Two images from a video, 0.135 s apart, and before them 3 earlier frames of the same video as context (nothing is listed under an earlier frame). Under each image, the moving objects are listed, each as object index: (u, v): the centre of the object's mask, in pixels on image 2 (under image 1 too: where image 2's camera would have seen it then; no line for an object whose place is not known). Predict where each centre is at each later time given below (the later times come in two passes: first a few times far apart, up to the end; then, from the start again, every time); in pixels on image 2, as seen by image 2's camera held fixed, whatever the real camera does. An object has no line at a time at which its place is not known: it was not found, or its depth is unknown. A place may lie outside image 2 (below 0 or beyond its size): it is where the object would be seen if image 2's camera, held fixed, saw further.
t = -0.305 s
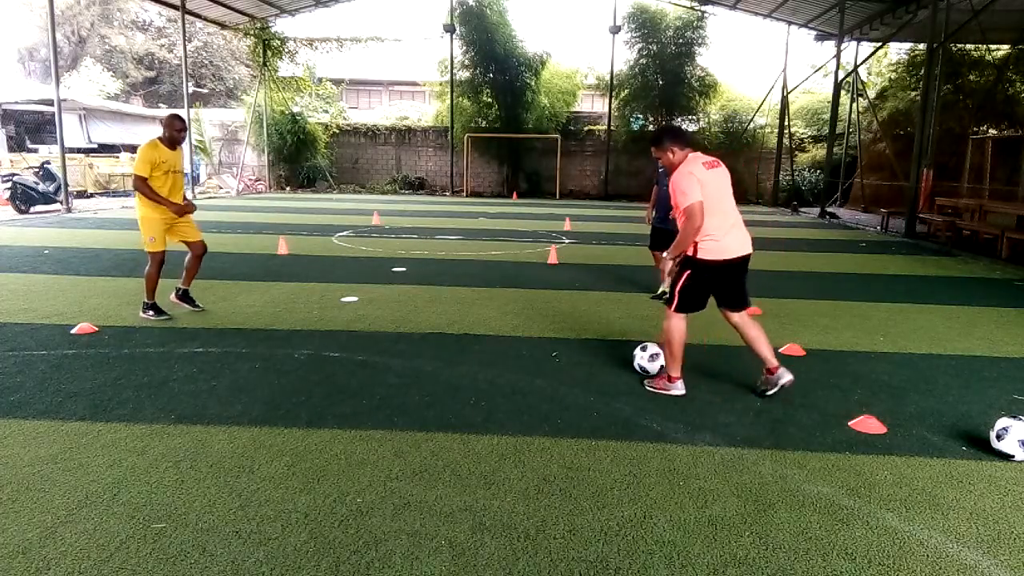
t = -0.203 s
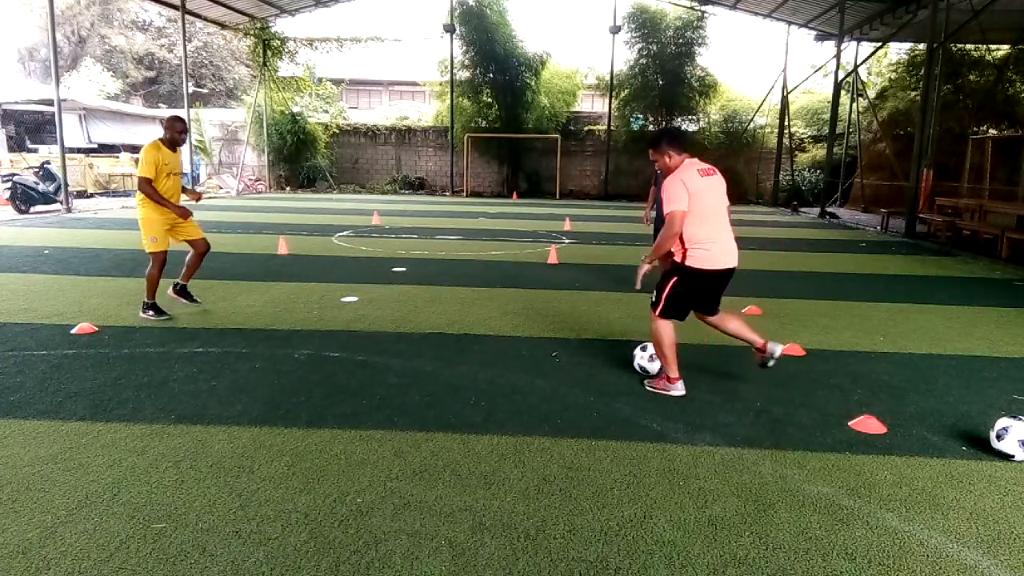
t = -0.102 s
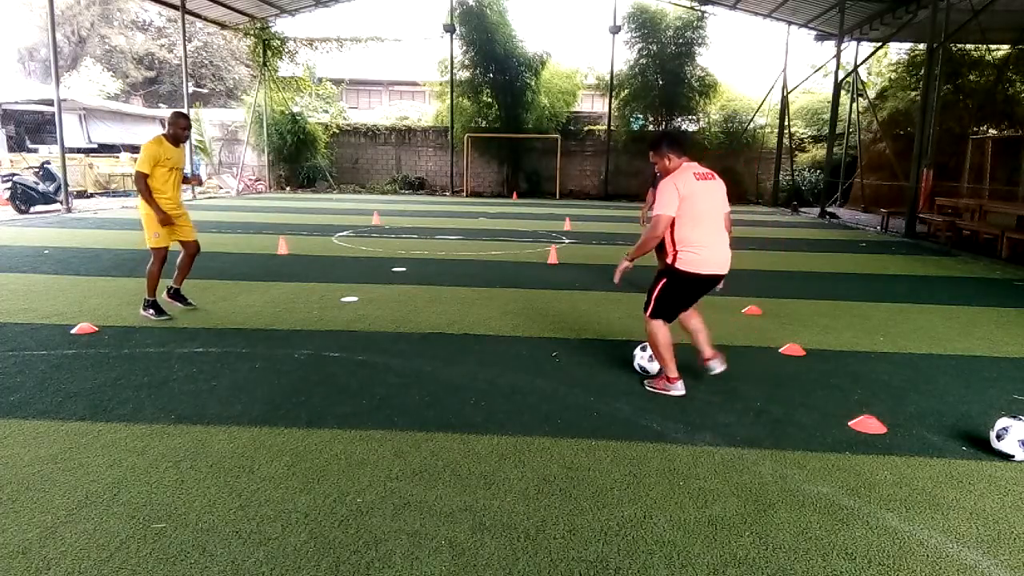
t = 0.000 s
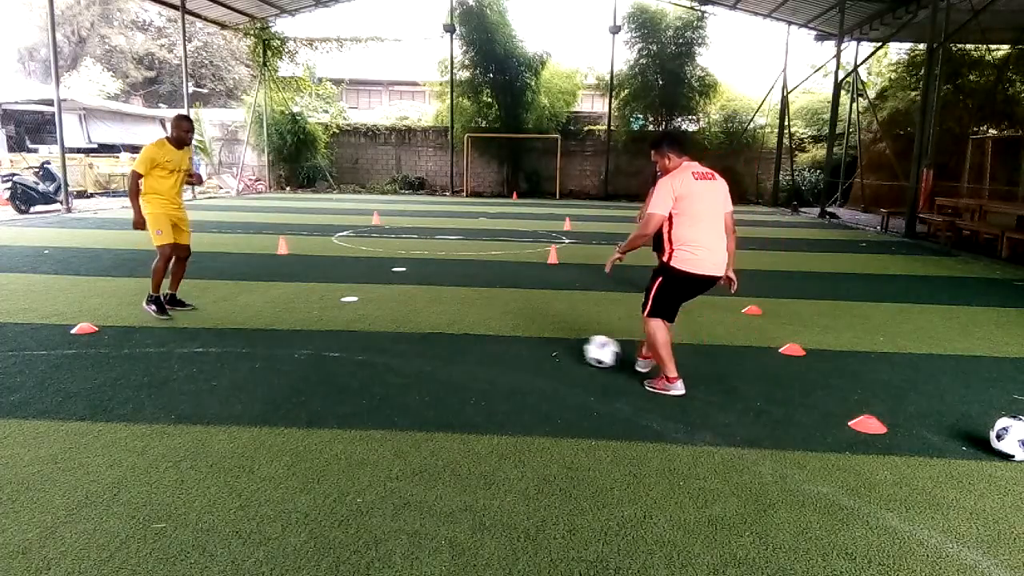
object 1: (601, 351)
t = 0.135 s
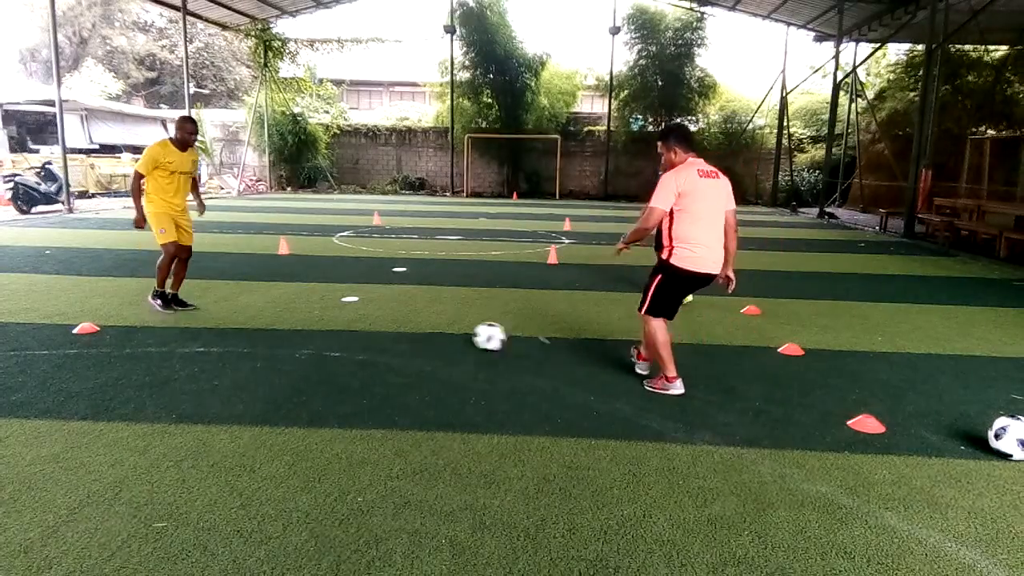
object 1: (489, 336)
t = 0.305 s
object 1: (381, 321)
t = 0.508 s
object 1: (284, 308)
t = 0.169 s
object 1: (465, 333)
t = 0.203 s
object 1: (443, 330)
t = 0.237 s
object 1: (421, 327)
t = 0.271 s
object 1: (401, 324)
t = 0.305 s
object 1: (381, 321)
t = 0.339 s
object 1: (362, 319)
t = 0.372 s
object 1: (345, 316)
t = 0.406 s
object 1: (329, 312)
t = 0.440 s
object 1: (314, 310)
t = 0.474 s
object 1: (299, 308)
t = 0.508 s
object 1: (284, 308)
